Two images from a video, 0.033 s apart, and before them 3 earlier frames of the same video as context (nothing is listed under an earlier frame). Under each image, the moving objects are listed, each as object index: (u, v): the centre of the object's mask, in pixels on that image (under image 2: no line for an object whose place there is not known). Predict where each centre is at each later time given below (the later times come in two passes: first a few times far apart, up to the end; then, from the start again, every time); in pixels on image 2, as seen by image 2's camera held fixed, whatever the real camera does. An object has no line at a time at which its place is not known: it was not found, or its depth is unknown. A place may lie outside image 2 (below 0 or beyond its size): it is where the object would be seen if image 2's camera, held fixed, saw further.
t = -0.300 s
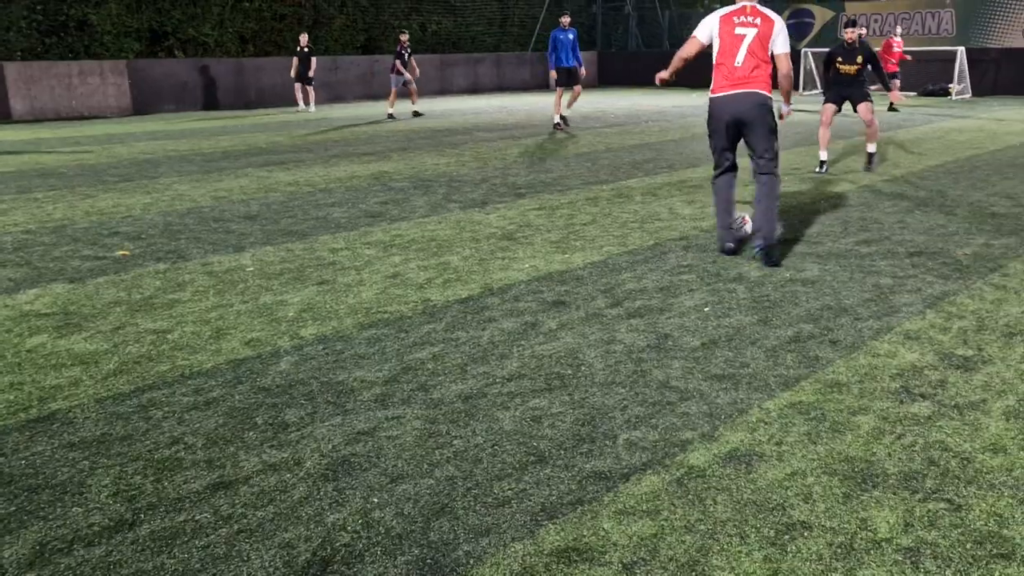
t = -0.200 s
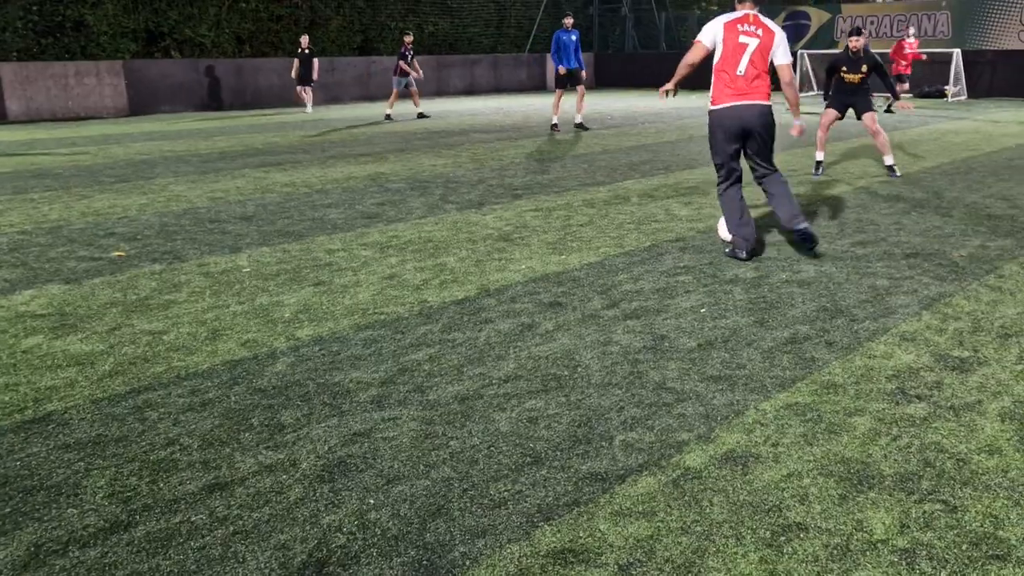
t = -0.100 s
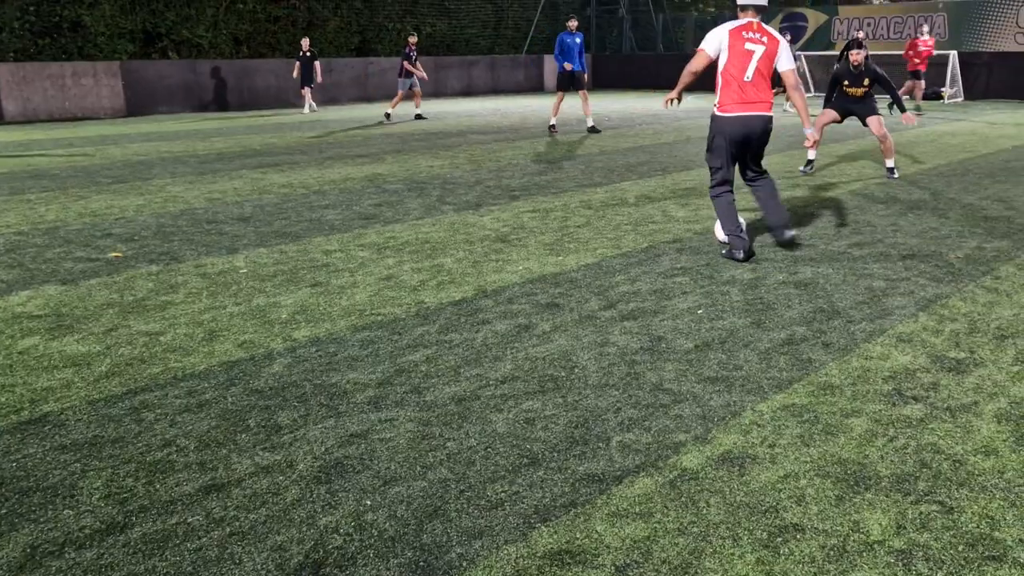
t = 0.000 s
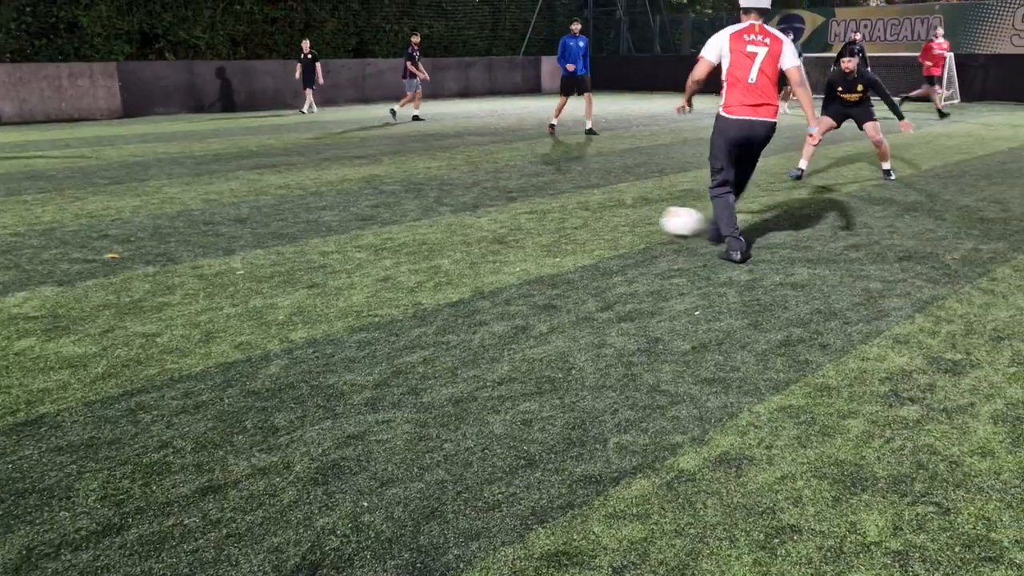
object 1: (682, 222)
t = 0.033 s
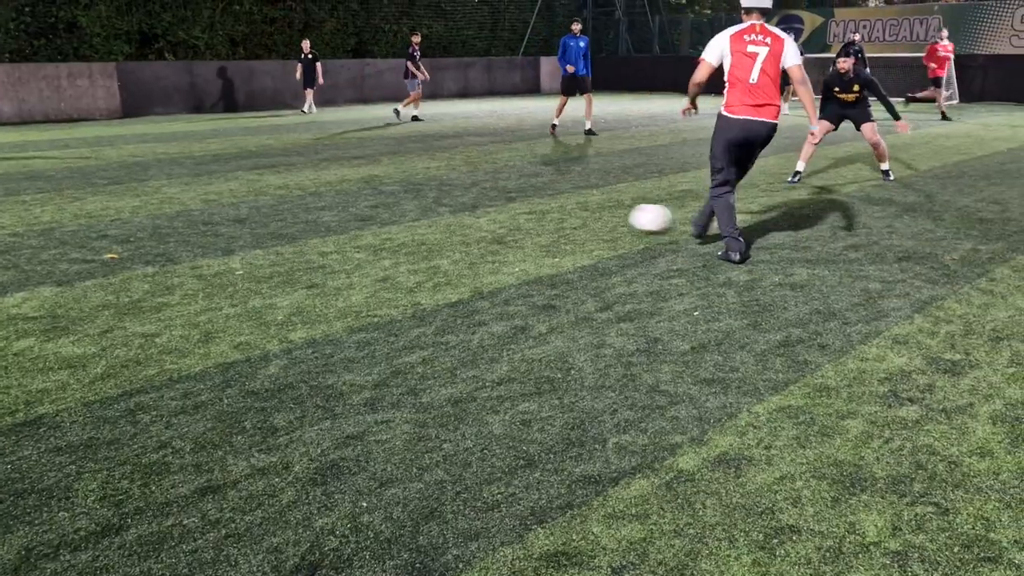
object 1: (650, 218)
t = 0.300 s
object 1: (470, 196)
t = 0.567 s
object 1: (361, 183)
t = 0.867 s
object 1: (281, 172)
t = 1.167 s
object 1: (218, 163)
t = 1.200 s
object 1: (212, 162)
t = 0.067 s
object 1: (621, 216)
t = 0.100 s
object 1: (595, 212)
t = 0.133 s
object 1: (572, 208)
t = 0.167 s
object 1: (549, 204)
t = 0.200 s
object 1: (528, 202)
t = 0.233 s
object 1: (507, 200)
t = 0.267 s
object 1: (488, 200)
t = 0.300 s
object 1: (470, 196)
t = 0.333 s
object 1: (454, 193)
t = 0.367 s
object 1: (438, 192)
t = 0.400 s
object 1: (423, 192)
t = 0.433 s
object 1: (409, 189)
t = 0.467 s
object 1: (396, 187)
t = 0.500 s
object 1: (384, 185)
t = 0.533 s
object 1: (372, 185)
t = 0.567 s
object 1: (361, 183)
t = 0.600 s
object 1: (351, 181)
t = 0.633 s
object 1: (341, 180)
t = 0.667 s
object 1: (332, 180)
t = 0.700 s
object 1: (323, 179)
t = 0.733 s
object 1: (314, 177)
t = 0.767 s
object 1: (305, 176)
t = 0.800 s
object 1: (297, 176)
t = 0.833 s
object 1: (289, 175)
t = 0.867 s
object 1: (281, 172)
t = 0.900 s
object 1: (273, 172)
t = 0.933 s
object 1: (266, 172)
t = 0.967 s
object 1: (258, 170)
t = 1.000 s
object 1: (251, 169)
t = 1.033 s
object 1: (245, 168)
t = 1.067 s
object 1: (238, 166)
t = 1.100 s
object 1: (230, 165)
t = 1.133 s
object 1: (224, 165)
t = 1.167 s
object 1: (218, 163)
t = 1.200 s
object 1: (212, 162)
